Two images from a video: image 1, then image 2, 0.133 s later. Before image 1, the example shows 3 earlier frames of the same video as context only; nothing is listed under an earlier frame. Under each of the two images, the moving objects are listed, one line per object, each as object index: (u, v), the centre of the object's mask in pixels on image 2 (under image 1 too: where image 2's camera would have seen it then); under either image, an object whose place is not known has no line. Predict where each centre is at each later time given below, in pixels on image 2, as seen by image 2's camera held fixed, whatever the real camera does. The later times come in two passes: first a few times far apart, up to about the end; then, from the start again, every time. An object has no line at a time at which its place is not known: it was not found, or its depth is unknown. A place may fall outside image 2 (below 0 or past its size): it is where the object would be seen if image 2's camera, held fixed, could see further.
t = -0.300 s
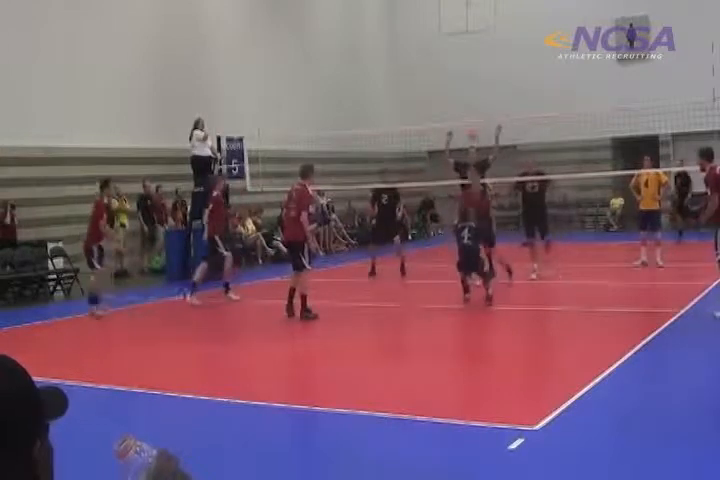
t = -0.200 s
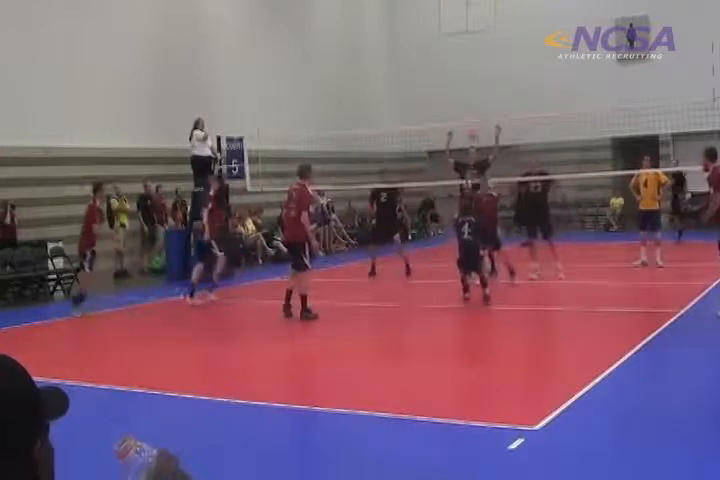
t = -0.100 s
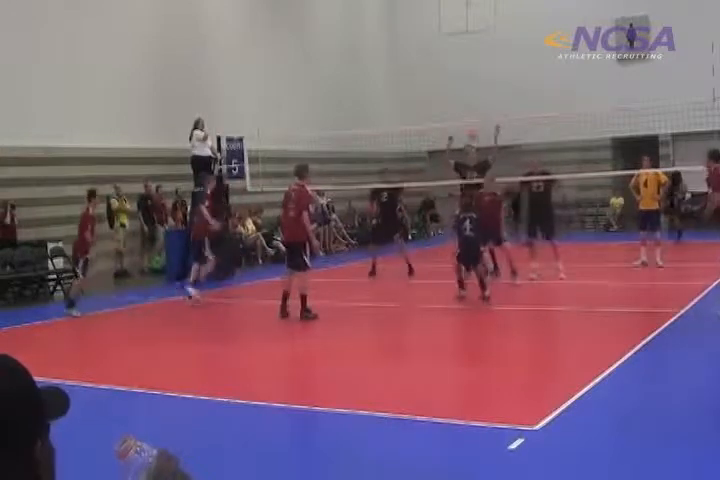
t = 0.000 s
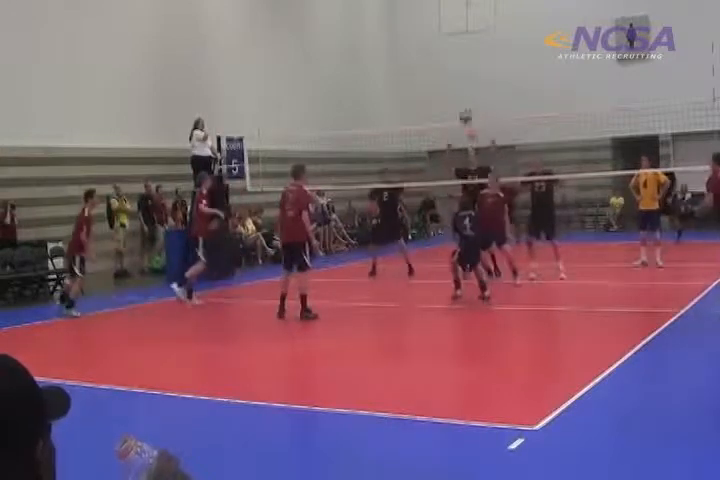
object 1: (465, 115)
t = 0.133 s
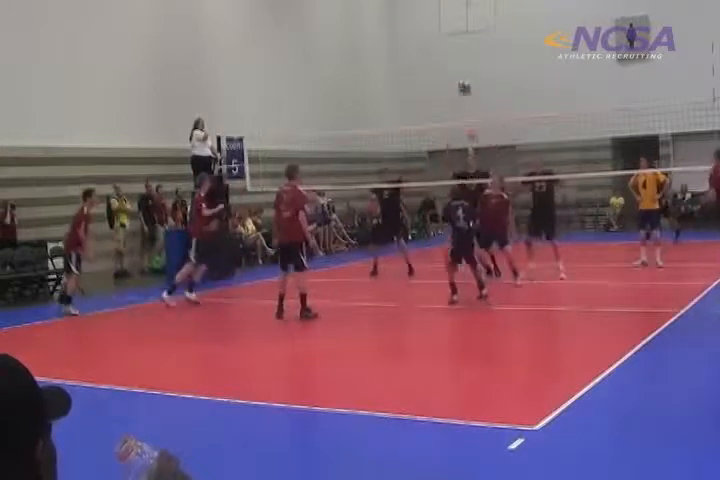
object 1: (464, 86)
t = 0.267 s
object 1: (464, 71)
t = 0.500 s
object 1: (464, 74)
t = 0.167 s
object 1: (464, 80)
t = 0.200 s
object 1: (464, 77)
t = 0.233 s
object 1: (464, 73)
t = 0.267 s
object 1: (464, 71)
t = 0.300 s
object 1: (463, 69)
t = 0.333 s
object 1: (463, 68)
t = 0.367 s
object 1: (463, 68)
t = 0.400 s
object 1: (463, 69)
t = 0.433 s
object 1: (464, 69)
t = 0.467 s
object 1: (464, 71)
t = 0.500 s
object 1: (464, 74)
